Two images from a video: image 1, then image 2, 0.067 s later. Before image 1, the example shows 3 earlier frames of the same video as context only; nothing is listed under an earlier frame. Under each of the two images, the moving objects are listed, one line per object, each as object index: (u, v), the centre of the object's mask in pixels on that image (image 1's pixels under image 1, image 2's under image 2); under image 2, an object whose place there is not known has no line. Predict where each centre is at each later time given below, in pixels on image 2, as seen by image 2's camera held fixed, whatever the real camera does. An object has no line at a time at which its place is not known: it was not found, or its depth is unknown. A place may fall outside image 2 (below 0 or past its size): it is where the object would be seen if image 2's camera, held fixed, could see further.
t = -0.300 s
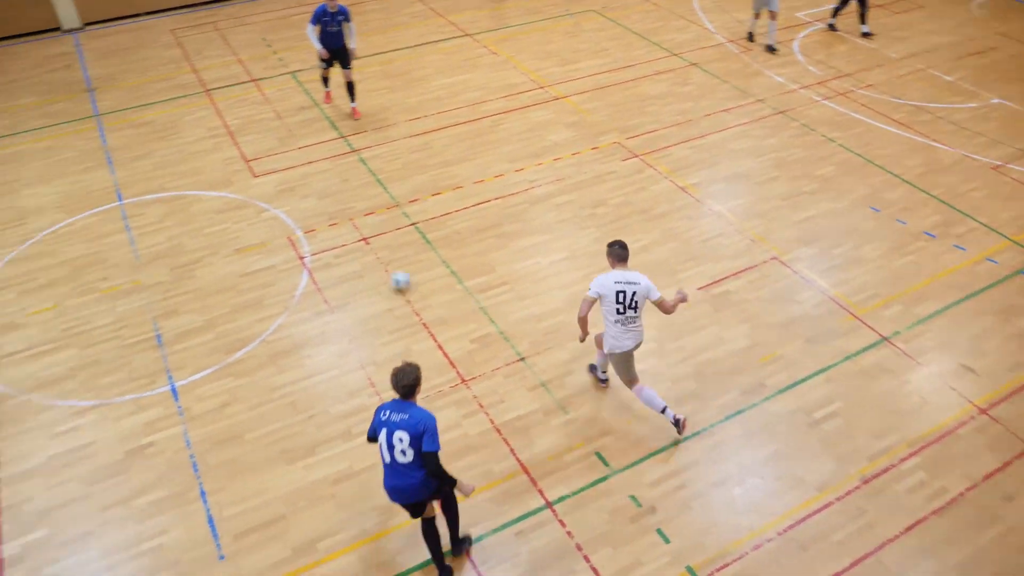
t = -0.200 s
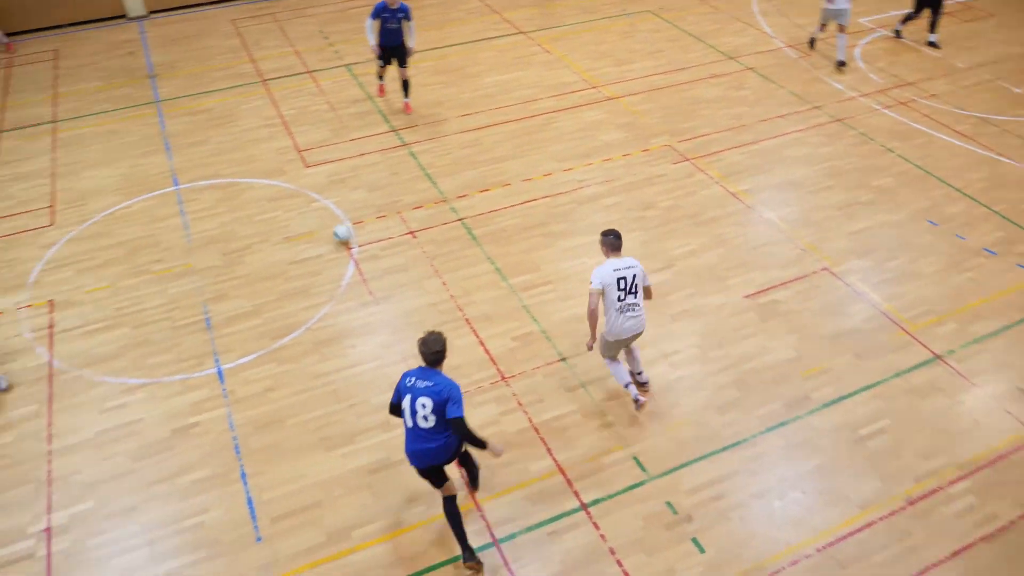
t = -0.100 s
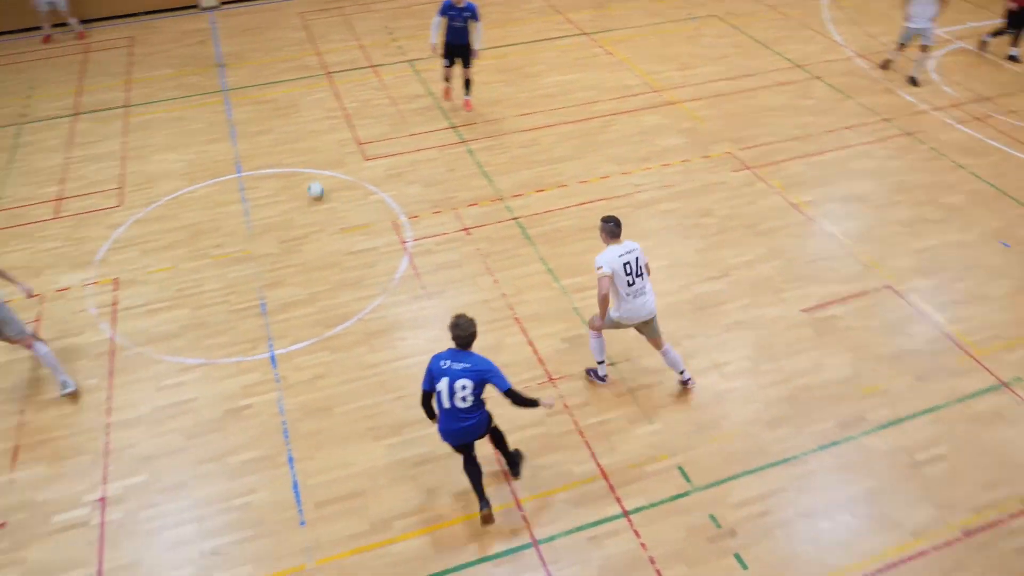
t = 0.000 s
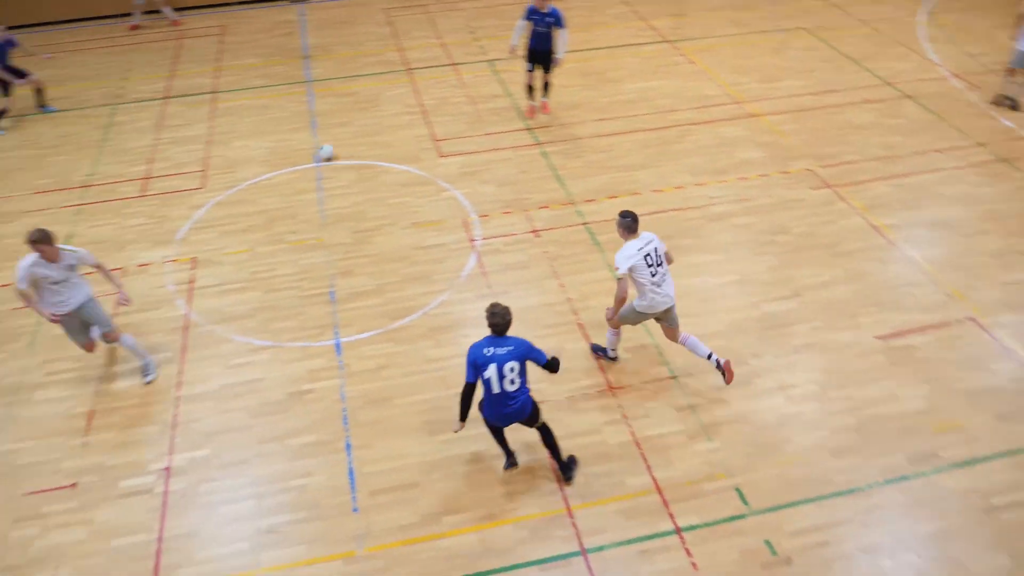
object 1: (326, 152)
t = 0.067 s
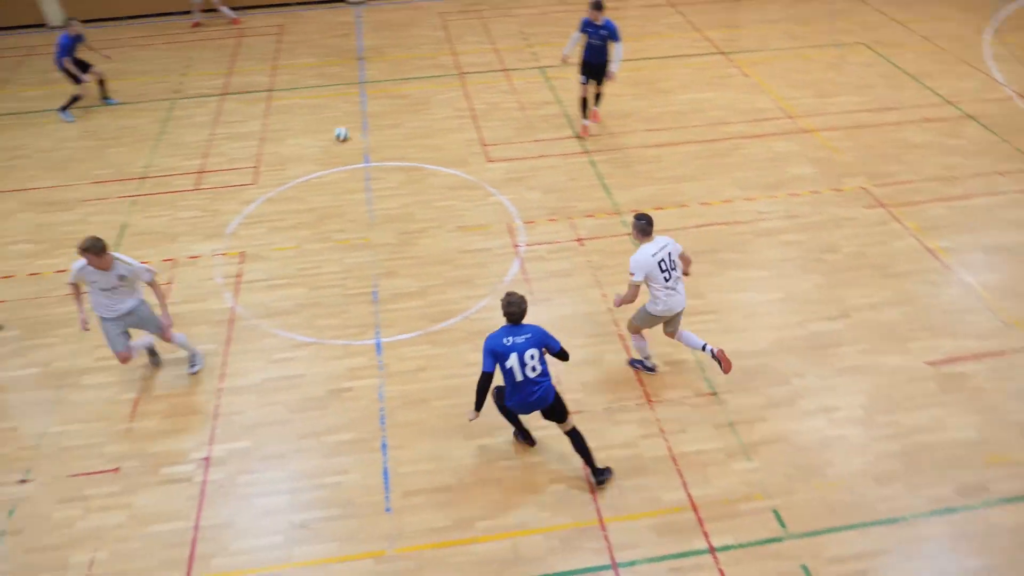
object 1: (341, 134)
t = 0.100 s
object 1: (327, 125)
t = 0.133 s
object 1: (314, 117)
